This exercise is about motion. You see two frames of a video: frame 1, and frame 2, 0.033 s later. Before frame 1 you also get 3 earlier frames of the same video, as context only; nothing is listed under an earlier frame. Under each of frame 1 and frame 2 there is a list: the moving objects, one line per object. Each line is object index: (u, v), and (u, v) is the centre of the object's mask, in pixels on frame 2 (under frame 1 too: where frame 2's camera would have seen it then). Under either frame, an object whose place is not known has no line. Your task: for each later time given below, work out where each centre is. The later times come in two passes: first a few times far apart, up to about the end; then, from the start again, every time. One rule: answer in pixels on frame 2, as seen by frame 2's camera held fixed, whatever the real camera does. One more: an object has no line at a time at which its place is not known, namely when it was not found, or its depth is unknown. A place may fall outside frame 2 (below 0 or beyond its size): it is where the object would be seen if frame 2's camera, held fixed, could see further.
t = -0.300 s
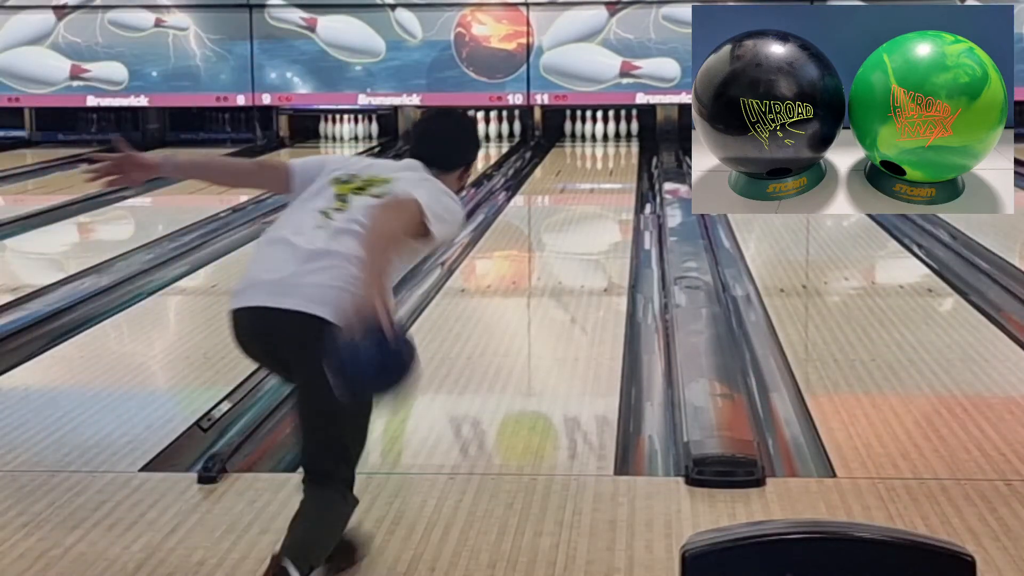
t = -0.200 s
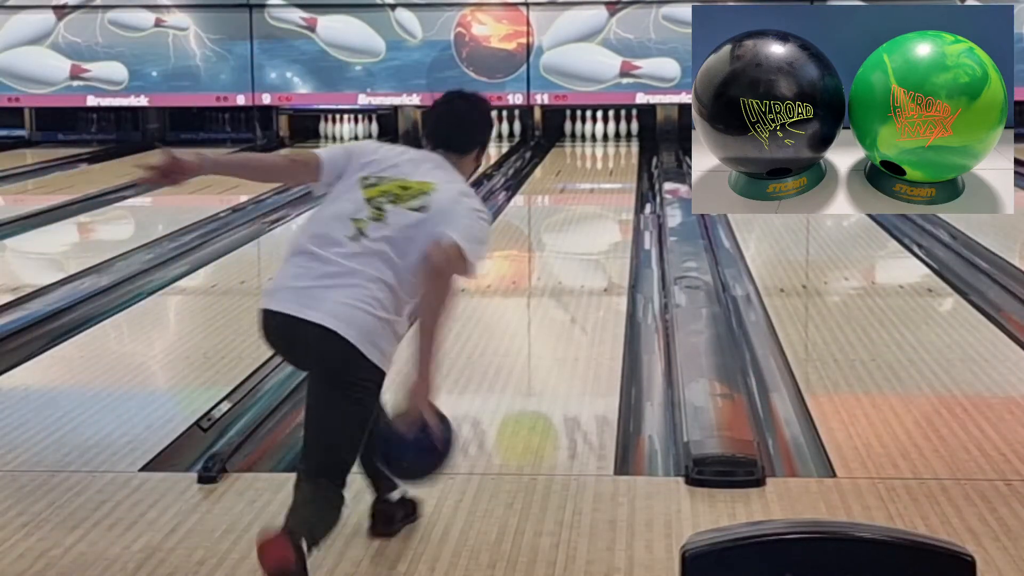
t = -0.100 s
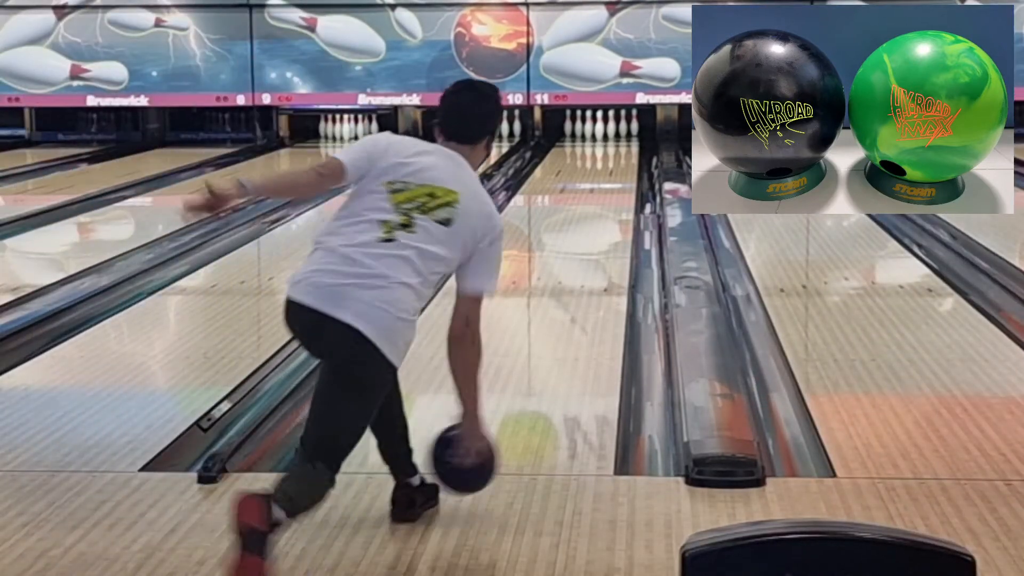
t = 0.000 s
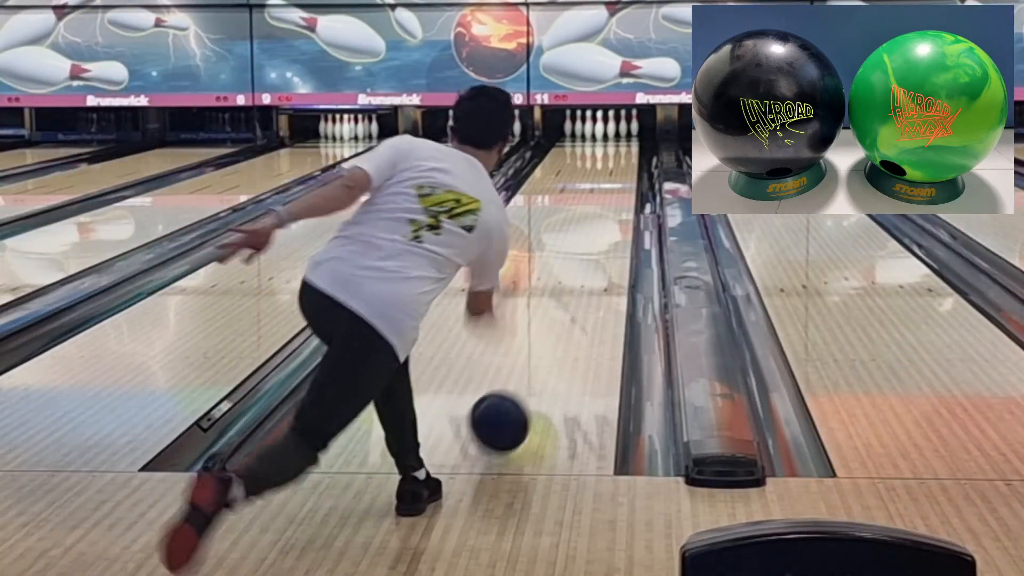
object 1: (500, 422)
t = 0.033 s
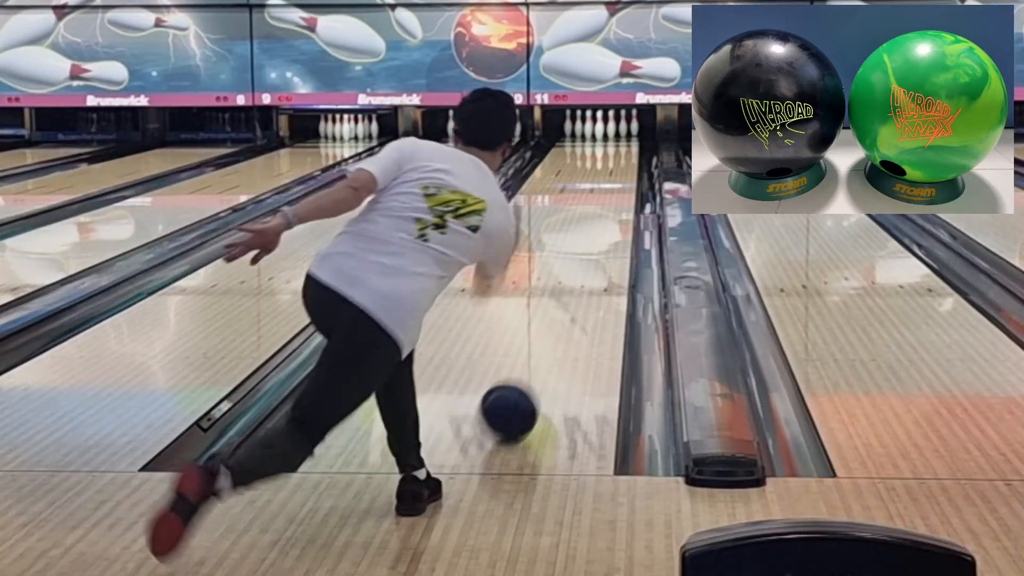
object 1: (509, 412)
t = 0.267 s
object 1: (558, 330)
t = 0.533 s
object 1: (592, 271)
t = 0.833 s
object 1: (615, 228)
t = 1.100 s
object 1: (627, 201)
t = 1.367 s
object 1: (631, 182)
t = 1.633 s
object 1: (631, 167)
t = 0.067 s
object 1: (517, 397)
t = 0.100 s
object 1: (525, 384)
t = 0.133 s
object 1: (532, 372)
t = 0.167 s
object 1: (540, 361)
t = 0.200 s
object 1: (546, 350)
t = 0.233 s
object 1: (552, 340)
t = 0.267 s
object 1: (558, 330)
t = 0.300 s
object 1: (563, 321)
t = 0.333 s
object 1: (568, 313)
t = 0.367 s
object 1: (573, 305)
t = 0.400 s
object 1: (577, 297)
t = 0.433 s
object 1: (581, 290)
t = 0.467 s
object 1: (585, 284)
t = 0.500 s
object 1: (589, 277)
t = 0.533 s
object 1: (592, 271)
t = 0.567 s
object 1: (596, 265)
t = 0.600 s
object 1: (599, 260)
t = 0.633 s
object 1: (602, 255)
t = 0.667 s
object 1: (604, 250)
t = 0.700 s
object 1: (607, 245)
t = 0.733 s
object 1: (609, 241)
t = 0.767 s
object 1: (612, 236)
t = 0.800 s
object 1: (614, 232)
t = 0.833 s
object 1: (615, 228)
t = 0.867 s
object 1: (617, 224)
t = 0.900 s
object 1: (619, 220)
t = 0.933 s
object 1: (621, 217)
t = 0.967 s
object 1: (622, 214)
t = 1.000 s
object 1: (623, 211)
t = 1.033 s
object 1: (625, 207)
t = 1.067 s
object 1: (626, 204)
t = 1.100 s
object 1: (627, 201)
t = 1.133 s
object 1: (628, 199)
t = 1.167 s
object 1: (628, 196)
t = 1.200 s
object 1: (629, 193)
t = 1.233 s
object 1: (629, 191)
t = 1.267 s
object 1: (630, 189)
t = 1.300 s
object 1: (630, 186)
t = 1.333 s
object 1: (631, 184)
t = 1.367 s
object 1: (631, 182)
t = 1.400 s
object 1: (631, 180)
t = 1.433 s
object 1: (631, 178)
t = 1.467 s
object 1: (631, 175)
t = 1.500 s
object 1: (631, 174)
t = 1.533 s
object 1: (631, 172)
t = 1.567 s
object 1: (631, 170)
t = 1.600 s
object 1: (631, 169)
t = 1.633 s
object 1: (631, 167)
